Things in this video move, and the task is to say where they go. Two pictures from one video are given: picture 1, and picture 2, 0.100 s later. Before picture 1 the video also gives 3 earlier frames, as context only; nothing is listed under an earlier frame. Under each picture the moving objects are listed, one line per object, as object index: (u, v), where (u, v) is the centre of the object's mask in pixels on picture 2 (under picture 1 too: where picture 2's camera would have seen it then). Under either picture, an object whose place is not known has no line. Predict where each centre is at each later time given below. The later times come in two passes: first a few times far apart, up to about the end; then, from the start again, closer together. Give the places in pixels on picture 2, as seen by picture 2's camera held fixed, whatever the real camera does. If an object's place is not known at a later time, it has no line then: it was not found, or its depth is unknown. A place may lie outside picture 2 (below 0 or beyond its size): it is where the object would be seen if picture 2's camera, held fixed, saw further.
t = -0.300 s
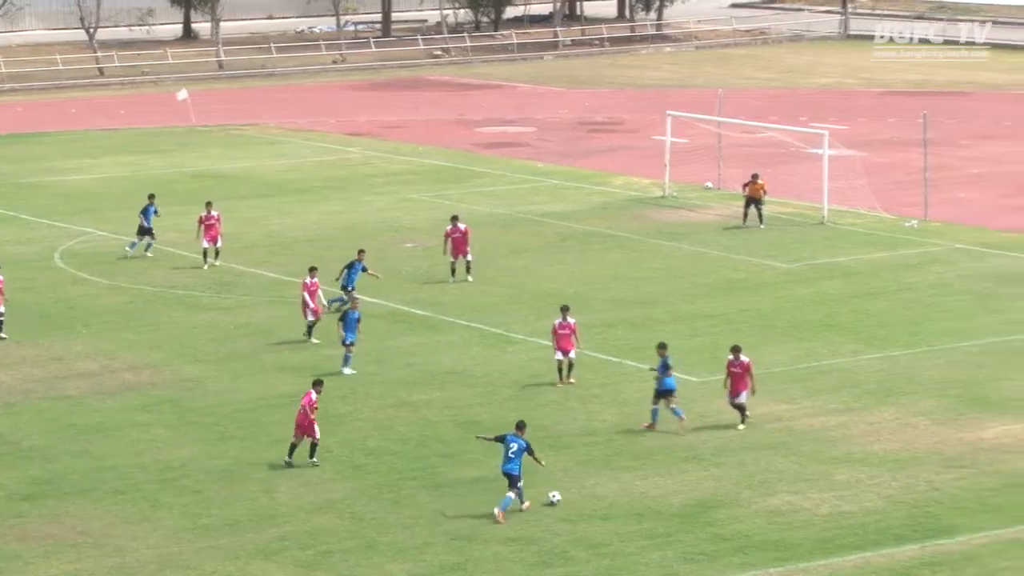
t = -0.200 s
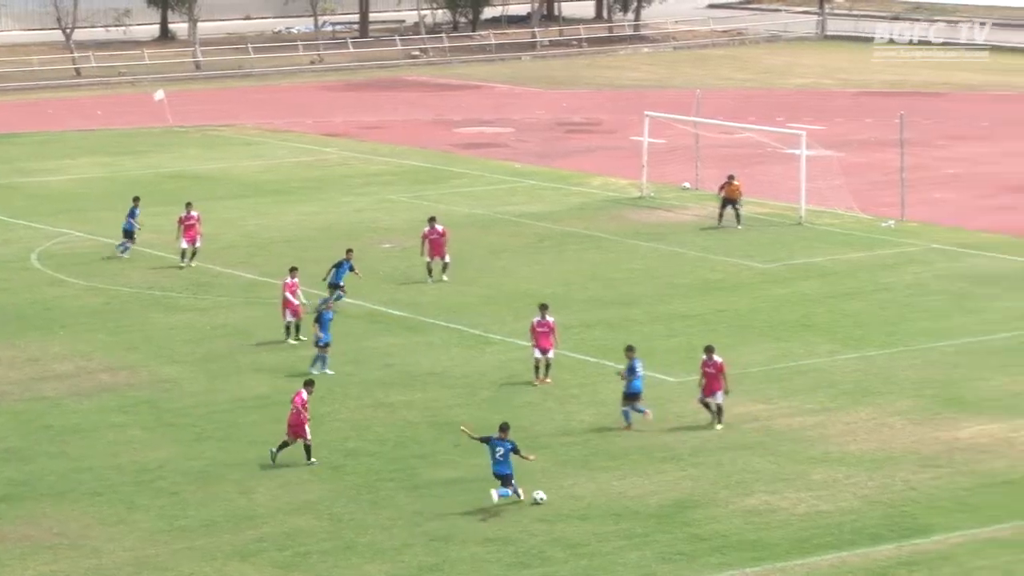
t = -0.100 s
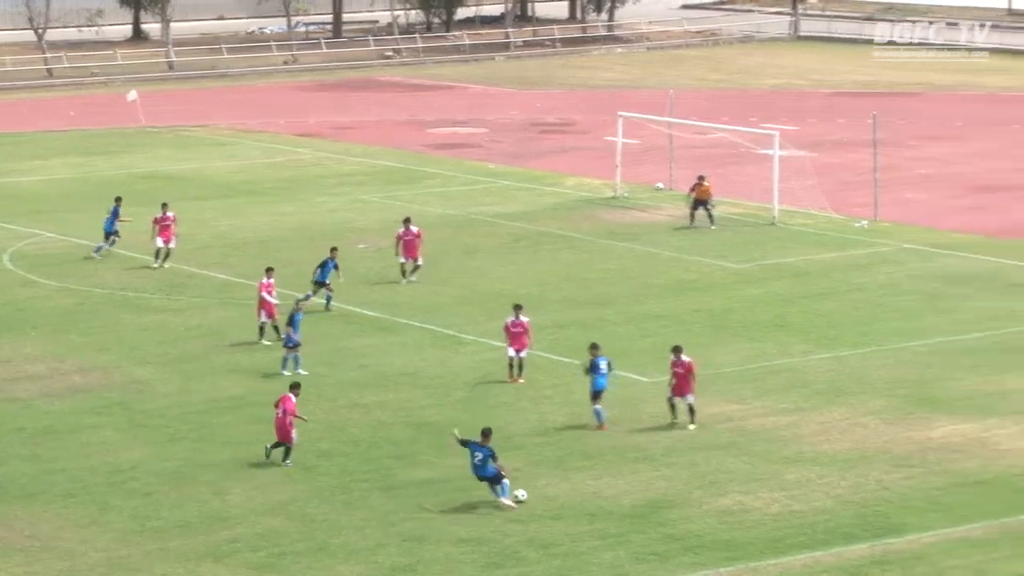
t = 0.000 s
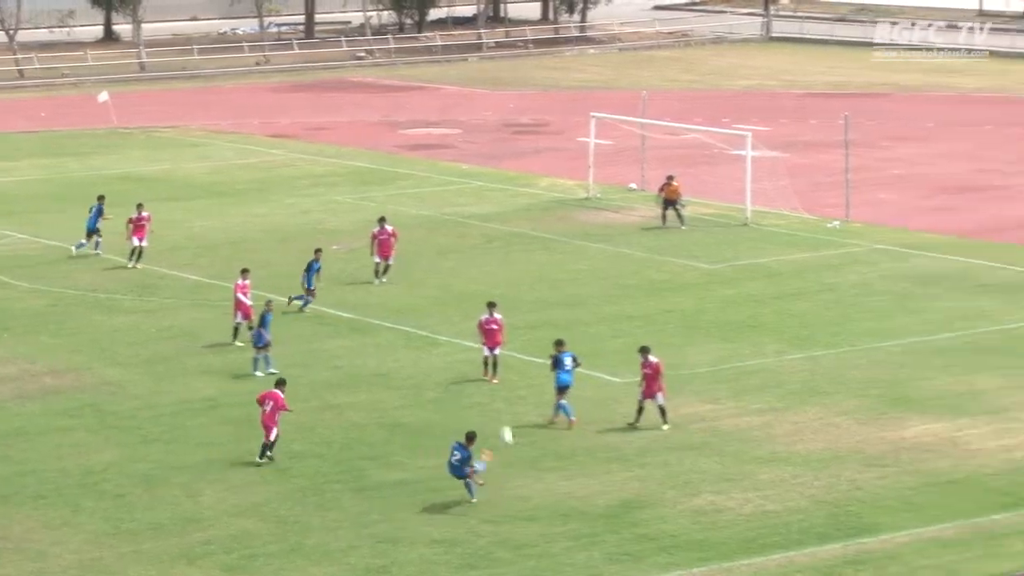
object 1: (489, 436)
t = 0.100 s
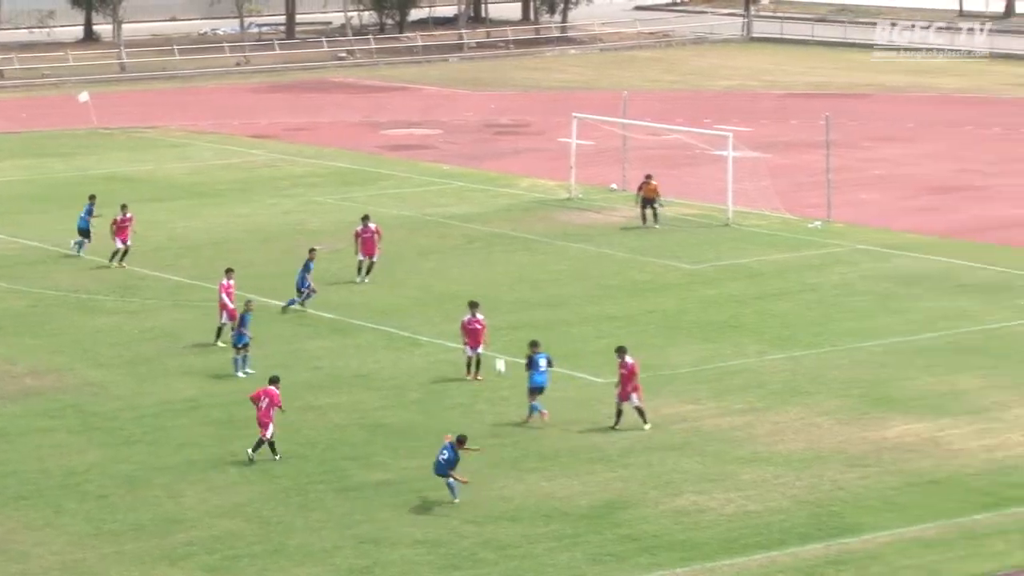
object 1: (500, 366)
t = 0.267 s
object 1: (509, 273)
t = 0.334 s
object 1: (510, 243)
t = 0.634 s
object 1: (501, 133)
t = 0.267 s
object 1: (509, 273)
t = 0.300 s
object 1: (511, 254)
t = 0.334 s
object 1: (510, 243)
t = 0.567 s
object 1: (504, 150)
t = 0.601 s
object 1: (502, 139)
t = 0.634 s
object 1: (501, 133)
